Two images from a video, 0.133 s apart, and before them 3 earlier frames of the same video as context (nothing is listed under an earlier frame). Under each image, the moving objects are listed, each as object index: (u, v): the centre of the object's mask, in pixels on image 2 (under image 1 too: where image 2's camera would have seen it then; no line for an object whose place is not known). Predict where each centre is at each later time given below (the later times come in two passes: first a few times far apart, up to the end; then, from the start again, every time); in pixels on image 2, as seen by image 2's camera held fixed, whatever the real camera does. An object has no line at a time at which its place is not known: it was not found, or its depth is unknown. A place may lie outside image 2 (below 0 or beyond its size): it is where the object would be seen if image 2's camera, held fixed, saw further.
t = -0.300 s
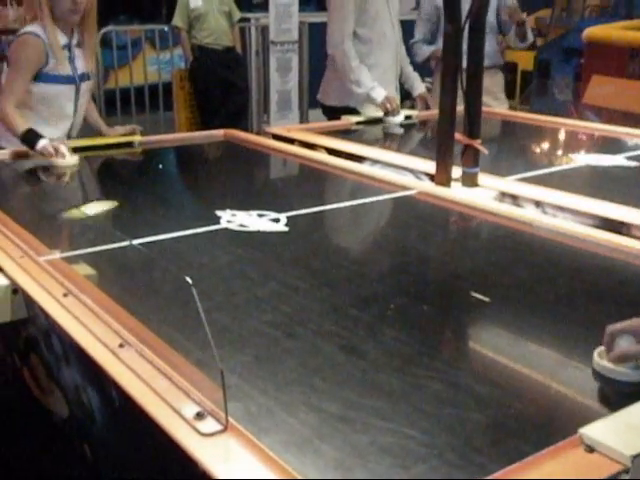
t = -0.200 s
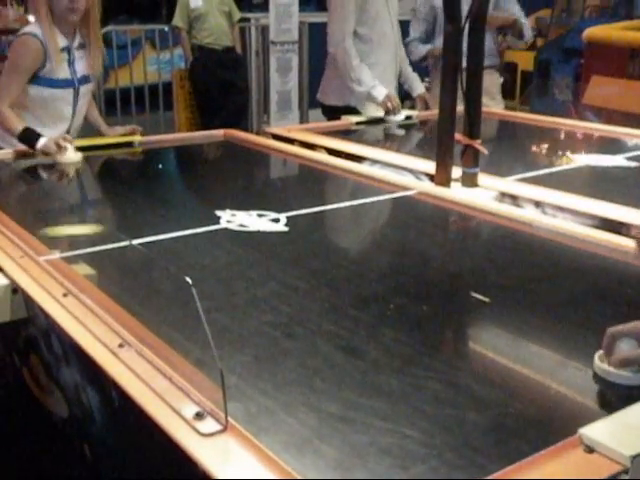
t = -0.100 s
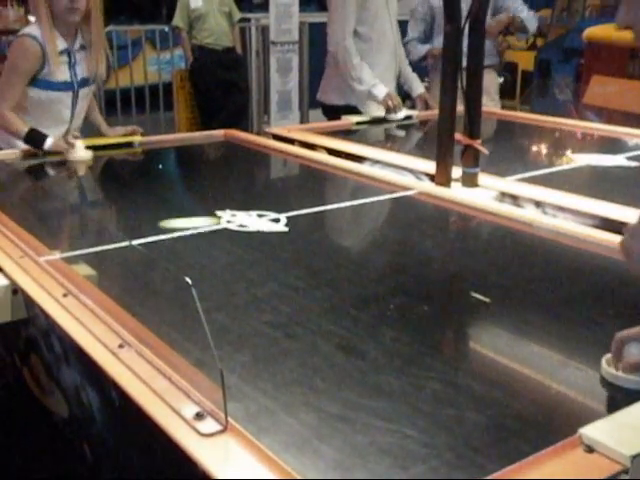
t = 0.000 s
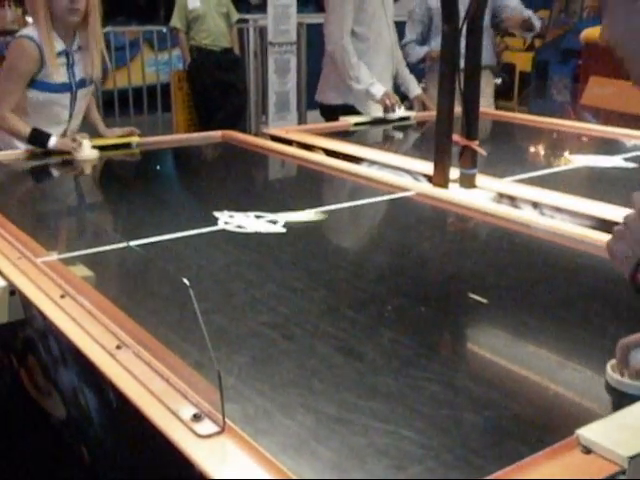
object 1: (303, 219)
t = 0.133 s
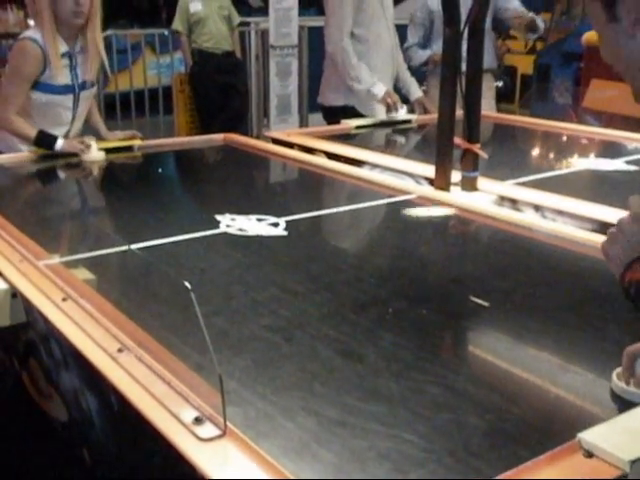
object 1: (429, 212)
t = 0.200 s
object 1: (433, 215)
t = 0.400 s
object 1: (318, 244)
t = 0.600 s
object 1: (172, 283)
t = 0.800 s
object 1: (189, 277)
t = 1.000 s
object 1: (304, 246)
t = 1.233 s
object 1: (409, 219)
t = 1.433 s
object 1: (413, 214)
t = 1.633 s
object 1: (331, 225)
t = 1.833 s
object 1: (243, 237)
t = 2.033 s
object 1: (145, 252)
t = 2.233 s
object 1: (73, 262)
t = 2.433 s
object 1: (152, 248)
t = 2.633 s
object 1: (221, 236)
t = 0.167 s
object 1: (447, 212)
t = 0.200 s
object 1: (433, 215)
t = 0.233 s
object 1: (415, 220)
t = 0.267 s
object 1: (397, 224)
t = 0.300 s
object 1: (379, 229)
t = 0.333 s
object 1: (359, 234)
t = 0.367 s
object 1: (339, 239)
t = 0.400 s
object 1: (318, 244)
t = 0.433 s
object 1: (296, 250)
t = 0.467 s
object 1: (274, 256)
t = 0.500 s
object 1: (250, 262)
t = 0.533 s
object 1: (226, 269)
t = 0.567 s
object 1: (199, 276)
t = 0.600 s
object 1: (172, 283)
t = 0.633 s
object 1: (143, 291)
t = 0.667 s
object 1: (116, 298)
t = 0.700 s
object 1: (120, 296)
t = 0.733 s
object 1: (143, 290)
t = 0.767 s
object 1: (167, 283)
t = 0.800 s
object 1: (189, 277)
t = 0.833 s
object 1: (210, 272)
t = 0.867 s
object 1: (231, 266)
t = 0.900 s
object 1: (250, 261)
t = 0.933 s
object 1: (269, 256)
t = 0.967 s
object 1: (287, 251)
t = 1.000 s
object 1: (304, 246)
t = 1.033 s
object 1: (321, 242)
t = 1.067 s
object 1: (337, 238)
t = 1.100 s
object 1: (352, 234)
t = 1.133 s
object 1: (368, 230)
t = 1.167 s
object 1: (382, 226)
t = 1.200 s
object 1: (396, 222)
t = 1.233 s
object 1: (409, 219)
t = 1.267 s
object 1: (422, 216)
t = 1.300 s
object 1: (434, 212)
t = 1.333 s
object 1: (446, 209)
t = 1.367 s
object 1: (438, 210)
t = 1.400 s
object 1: (425, 212)
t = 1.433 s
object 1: (413, 214)
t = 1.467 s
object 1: (400, 215)
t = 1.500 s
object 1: (386, 217)
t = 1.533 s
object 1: (373, 219)
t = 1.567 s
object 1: (359, 221)
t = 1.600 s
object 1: (345, 223)
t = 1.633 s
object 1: (331, 225)
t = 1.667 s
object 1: (316, 227)
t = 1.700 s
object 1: (304, 229)
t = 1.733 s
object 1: (291, 231)
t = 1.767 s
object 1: (274, 233)
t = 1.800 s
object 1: (260, 234)
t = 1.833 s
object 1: (243, 237)
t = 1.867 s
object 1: (227, 239)
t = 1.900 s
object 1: (211, 242)
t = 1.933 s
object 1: (195, 245)
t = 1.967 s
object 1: (179, 247)
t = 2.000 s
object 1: (162, 249)
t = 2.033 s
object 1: (145, 252)
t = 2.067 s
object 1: (127, 254)
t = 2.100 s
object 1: (110, 256)
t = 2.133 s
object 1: (93, 259)
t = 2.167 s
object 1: (75, 262)
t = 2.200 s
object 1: (63, 264)
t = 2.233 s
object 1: (73, 262)
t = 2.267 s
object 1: (87, 260)
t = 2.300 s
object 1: (101, 257)
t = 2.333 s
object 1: (114, 255)
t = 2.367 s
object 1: (128, 252)
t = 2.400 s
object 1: (140, 250)
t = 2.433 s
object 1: (152, 248)
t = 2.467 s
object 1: (165, 246)
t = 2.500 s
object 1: (177, 244)
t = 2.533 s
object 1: (188, 243)
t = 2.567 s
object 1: (200, 240)
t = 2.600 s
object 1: (211, 238)
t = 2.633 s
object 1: (221, 236)
